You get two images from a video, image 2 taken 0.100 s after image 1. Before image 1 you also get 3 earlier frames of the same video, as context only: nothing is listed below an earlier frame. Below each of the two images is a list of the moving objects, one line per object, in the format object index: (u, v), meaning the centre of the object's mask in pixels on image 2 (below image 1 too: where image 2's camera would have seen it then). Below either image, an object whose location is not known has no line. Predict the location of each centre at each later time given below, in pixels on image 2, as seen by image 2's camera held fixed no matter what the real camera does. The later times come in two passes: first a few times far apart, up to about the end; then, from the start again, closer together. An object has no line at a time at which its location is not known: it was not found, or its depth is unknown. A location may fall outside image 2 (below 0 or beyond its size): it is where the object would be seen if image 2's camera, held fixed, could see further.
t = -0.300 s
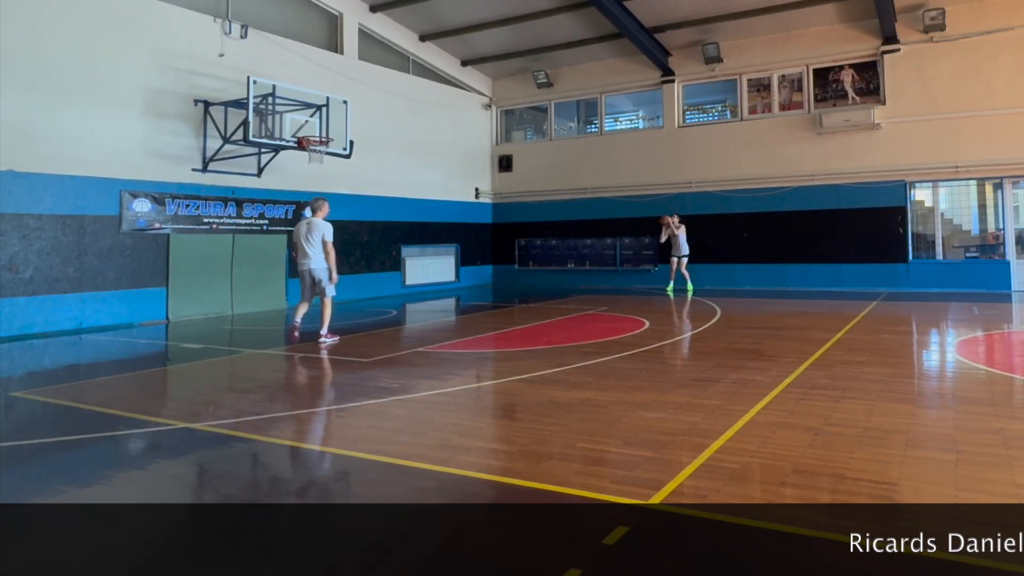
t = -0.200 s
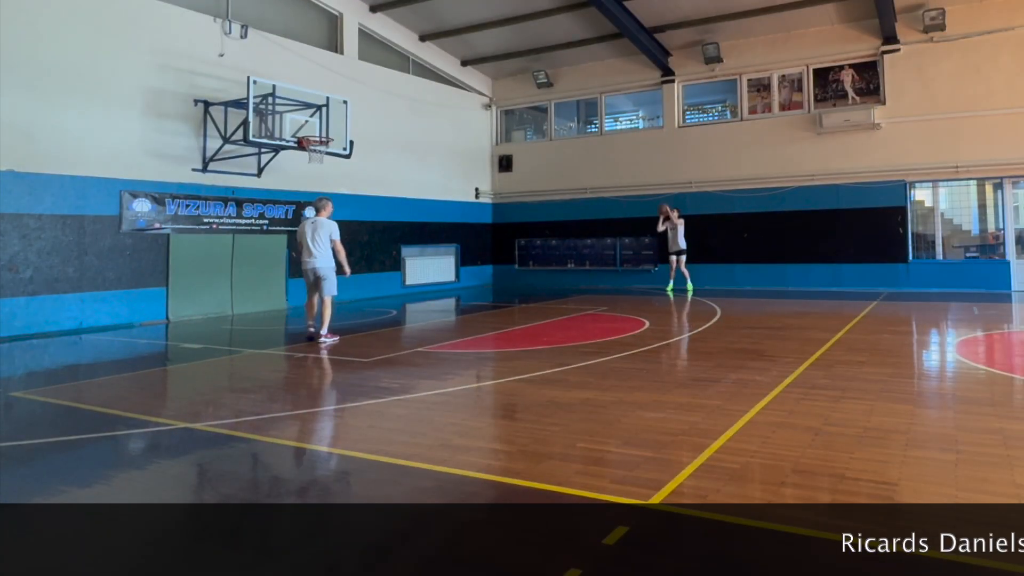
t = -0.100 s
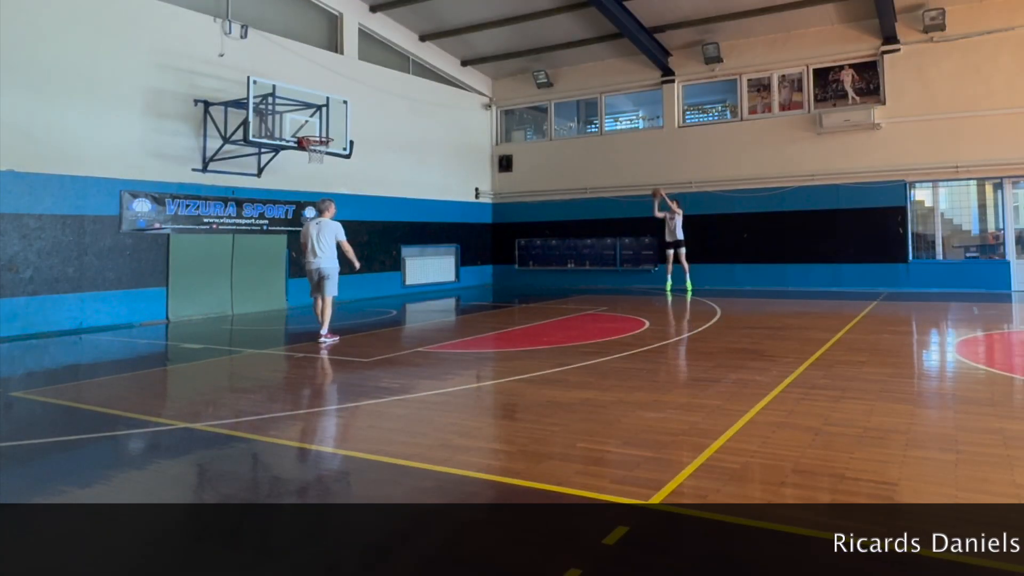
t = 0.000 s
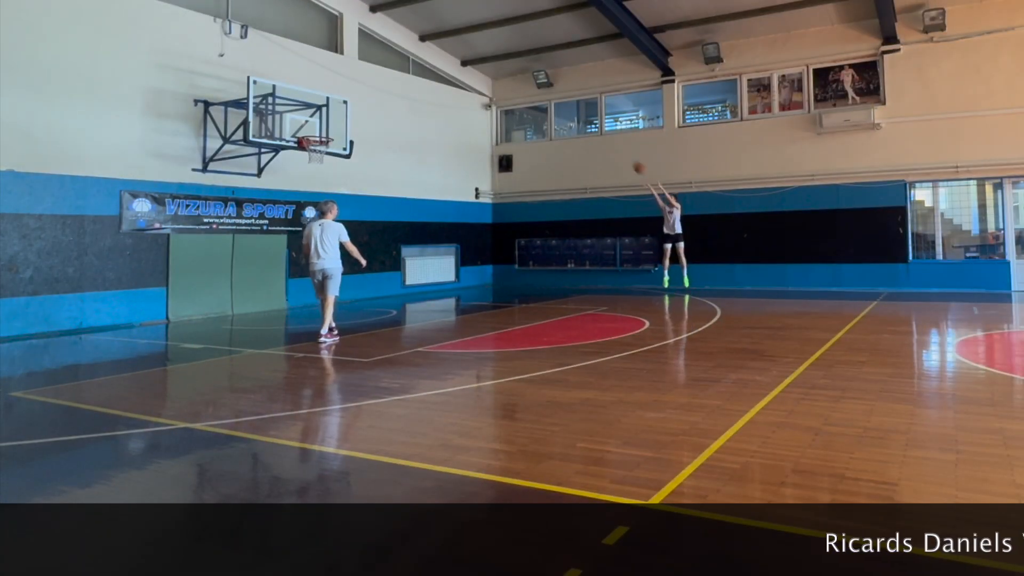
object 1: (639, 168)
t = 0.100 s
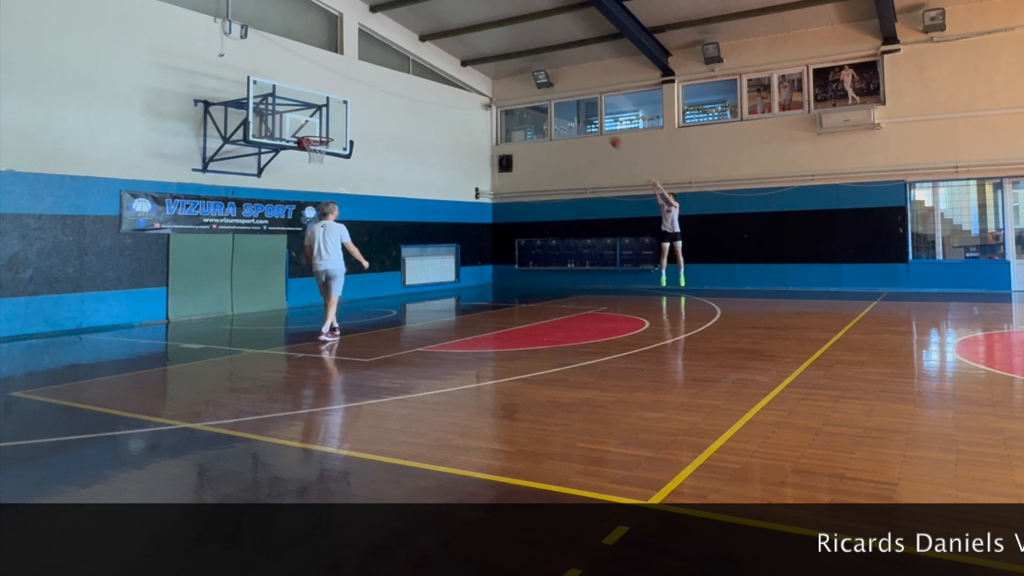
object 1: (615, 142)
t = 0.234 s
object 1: (585, 115)
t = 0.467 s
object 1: (524, 82)
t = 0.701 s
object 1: (463, 73)
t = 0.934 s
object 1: (394, 91)
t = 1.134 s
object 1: (331, 131)
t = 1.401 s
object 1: (289, 159)
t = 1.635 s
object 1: (269, 197)
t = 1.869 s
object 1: (247, 269)
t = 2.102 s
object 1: (245, 285)
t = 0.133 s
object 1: (608, 135)
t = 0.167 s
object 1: (599, 128)
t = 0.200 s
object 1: (593, 120)
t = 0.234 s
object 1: (585, 115)
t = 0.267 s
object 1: (576, 109)
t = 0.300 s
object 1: (567, 102)
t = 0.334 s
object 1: (559, 98)
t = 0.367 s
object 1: (550, 93)
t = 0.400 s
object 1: (544, 89)
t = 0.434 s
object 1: (533, 85)
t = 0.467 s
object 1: (524, 82)
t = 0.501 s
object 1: (516, 79)
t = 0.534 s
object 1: (508, 77)
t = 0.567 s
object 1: (498, 75)
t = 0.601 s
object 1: (490, 74)
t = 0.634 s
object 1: (482, 73)
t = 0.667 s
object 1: (472, 72)
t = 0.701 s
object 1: (463, 73)
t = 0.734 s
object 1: (454, 73)
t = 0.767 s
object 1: (445, 74)
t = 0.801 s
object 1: (435, 77)
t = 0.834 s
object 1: (424, 80)
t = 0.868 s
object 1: (414, 83)
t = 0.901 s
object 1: (405, 86)
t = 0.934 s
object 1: (394, 91)
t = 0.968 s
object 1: (384, 96)
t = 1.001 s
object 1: (374, 102)
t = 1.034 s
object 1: (363, 108)
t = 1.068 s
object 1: (353, 115)
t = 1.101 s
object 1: (342, 123)
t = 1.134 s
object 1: (331, 131)
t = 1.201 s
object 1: (307, 147)
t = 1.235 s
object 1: (303, 148)
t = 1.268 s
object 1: (301, 150)
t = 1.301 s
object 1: (298, 152)
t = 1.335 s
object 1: (295, 154)
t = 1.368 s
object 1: (292, 156)
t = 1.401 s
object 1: (289, 159)
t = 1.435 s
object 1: (286, 162)
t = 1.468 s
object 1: (284, 166)
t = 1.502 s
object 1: (281, 171)
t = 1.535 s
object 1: (278, 177)
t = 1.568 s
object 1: (275, 183)
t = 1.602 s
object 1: (272, 190)
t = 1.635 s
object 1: (269, 197)
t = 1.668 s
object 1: (267, 205)
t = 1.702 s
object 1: (263, 214)
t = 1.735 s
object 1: (261, 224)
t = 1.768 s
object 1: (257, 235)
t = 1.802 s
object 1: (253, 245)
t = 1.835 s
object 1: (250, 257)
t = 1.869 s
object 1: (247, 269)
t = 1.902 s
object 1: (243, 282)
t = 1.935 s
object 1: (240, 295)
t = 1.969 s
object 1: (237, 310)
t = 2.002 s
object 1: (237, 312)
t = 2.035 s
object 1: (240, 303)
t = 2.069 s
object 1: (242, 294)
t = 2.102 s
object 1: (245, 285)
